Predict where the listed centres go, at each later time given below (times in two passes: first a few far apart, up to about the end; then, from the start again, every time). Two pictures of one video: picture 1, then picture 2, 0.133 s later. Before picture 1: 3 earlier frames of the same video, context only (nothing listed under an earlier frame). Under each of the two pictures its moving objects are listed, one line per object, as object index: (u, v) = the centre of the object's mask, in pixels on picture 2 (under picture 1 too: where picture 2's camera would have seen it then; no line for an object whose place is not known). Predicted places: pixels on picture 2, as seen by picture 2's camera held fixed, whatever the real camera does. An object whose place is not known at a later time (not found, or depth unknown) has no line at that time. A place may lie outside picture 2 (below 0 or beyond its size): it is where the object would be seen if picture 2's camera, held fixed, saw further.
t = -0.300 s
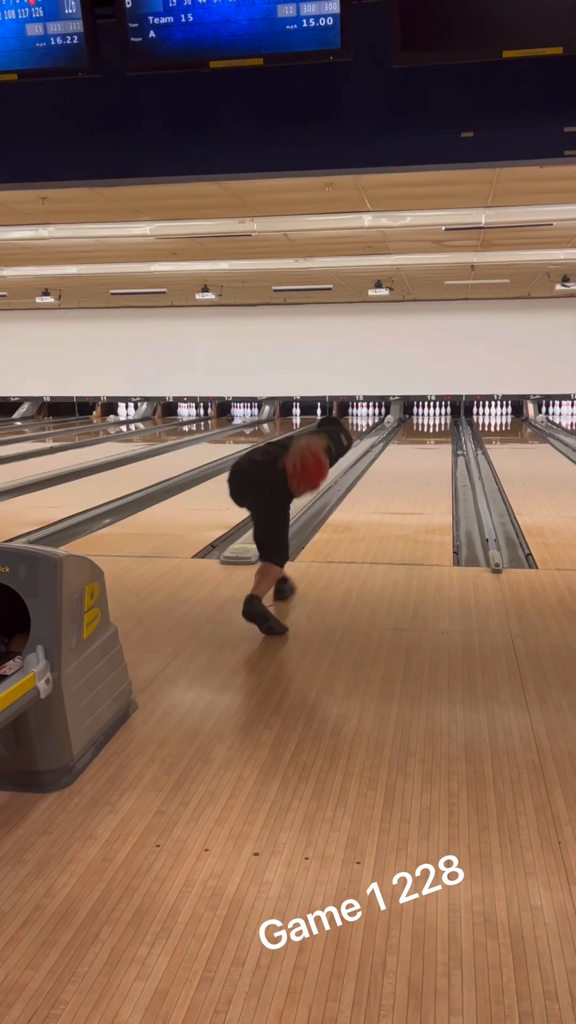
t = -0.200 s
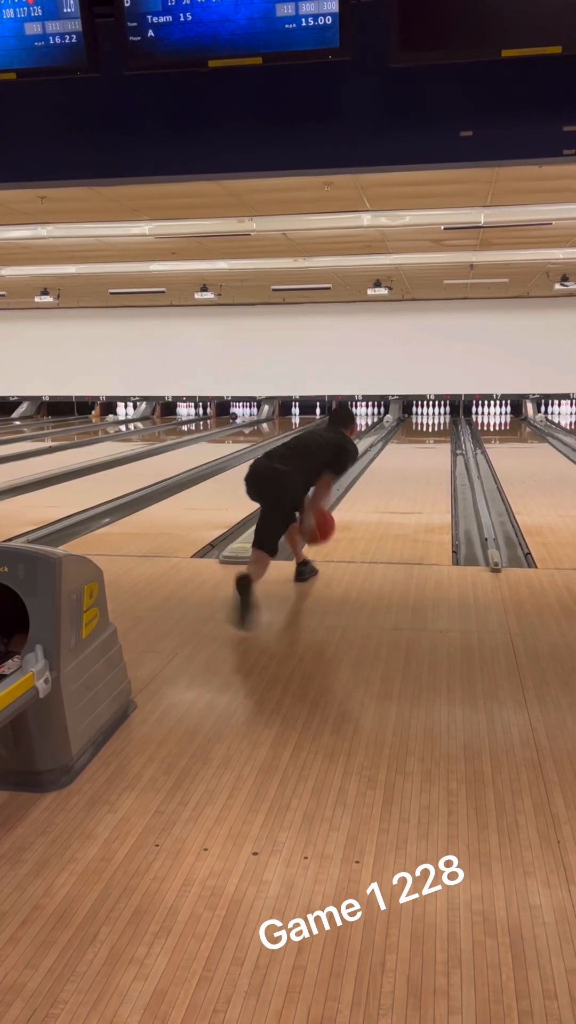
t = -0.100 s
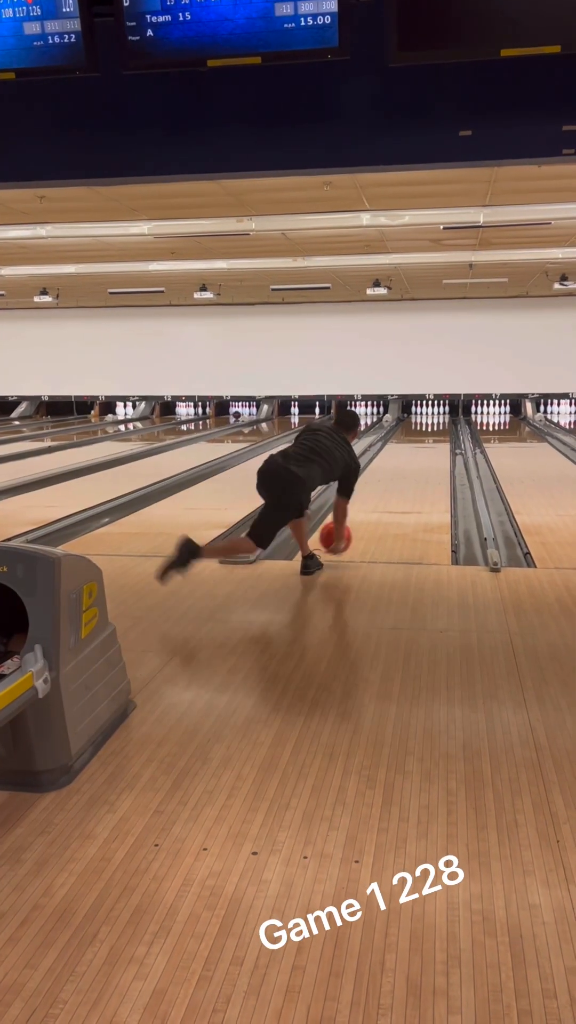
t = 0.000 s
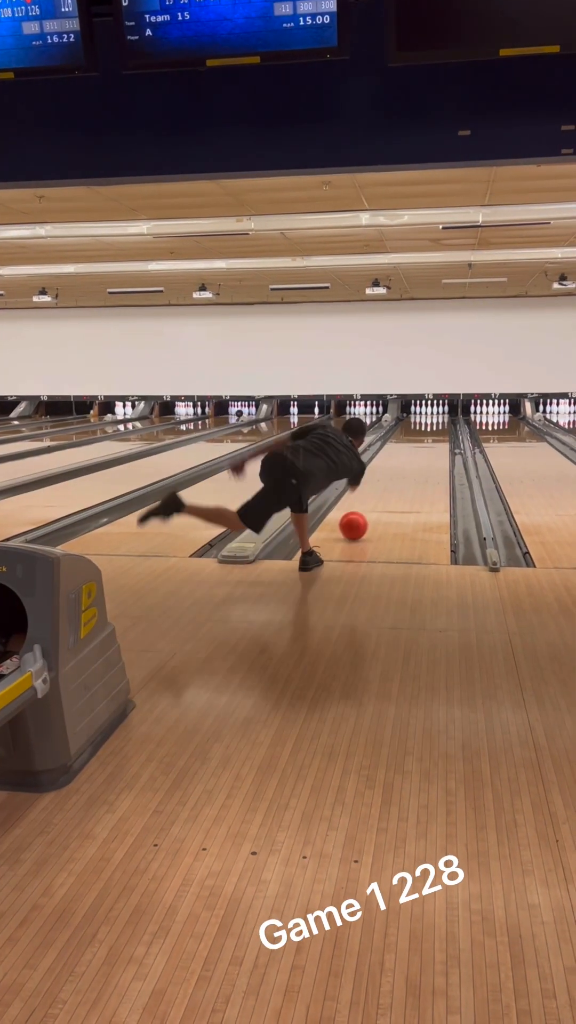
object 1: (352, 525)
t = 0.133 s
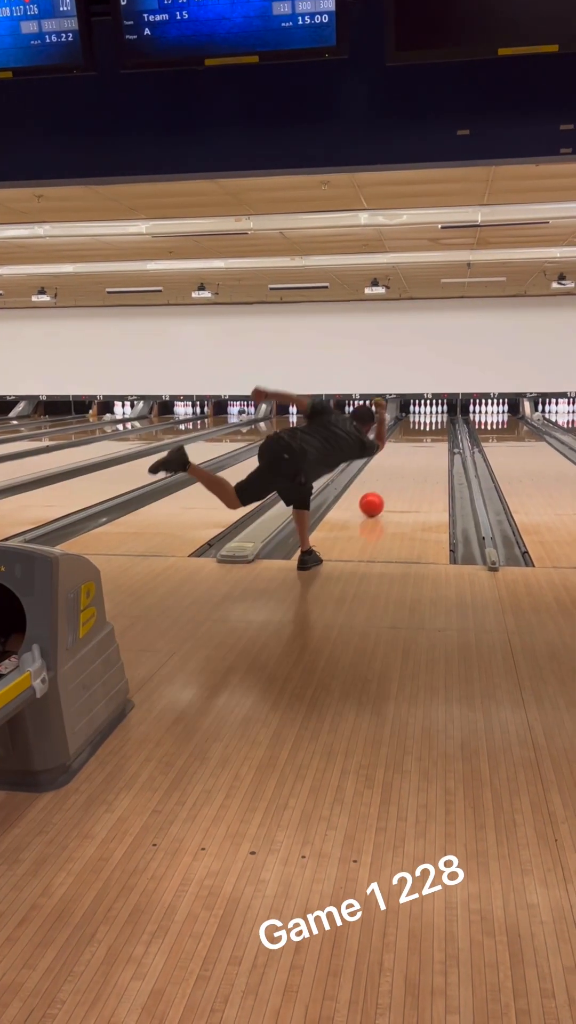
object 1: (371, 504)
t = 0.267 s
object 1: (386, 488)
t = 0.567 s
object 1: (408, 462)
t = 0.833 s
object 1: (421, 447)
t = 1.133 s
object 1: (430, 436)
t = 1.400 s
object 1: (436, 427)
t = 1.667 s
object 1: (439, 421)
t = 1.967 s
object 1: (438, 415)
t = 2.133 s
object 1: (434, 412)
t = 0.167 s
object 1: (375, 500)
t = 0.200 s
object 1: (379, 496)
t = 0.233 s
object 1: (383, 492)
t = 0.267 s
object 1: (386, 488)
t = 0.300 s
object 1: (389, 484)
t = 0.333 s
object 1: (392, 481)
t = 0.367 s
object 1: (394, 478)
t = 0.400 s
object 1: (397, 475)
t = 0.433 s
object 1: (399, 472)
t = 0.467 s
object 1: (402, 471)
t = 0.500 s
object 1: (406, 464)
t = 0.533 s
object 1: (406, 464)
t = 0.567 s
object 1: (408, 462)
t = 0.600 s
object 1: (410, 460)
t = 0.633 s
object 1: (412, 458)
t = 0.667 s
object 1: (413, 456)
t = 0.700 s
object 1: (415, 454)
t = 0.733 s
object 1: (417, 452)
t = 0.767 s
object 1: (418, 450)
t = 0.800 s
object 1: (419, 449)
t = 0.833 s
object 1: (421, 447)
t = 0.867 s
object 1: (422, 446)
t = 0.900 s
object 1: (423, 444)
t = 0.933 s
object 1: (425, 443)
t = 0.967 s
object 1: (425, 442)
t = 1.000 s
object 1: (427, 440)
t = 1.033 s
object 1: (427, 439)
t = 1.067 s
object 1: (428, 438)
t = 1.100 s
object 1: (430, 437)
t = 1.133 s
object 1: (430, 436)
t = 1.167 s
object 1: (431, 434)
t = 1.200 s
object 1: (432, 433)
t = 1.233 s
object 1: (432, 432)
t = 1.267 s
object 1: (433, 431)
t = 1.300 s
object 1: (434, 430)
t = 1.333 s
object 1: (435, 429)
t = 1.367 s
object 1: (435, 428)
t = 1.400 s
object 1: (436, 427)
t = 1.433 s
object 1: (436, 426)
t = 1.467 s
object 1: (437, 425)
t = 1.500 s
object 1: (437, 425)
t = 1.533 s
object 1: (438, 424)
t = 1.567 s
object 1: (439, 423)
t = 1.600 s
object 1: (439, 423)
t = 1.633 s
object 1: (439, 422)
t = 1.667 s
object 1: (439, 421)
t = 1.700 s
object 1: (439, 420)
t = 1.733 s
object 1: (439, 419)
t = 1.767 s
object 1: (439, 419)
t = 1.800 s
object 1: (439, 418)
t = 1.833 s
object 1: (439, 417)
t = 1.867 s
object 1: (439, 417)
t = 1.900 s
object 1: (439, 416)
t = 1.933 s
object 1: (438, 416)
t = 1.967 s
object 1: (438, 415)
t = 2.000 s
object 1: (437, 414)
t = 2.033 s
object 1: (436, 414)
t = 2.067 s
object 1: (436, 414)
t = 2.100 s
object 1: (435, 413)
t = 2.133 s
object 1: (434, 412)
